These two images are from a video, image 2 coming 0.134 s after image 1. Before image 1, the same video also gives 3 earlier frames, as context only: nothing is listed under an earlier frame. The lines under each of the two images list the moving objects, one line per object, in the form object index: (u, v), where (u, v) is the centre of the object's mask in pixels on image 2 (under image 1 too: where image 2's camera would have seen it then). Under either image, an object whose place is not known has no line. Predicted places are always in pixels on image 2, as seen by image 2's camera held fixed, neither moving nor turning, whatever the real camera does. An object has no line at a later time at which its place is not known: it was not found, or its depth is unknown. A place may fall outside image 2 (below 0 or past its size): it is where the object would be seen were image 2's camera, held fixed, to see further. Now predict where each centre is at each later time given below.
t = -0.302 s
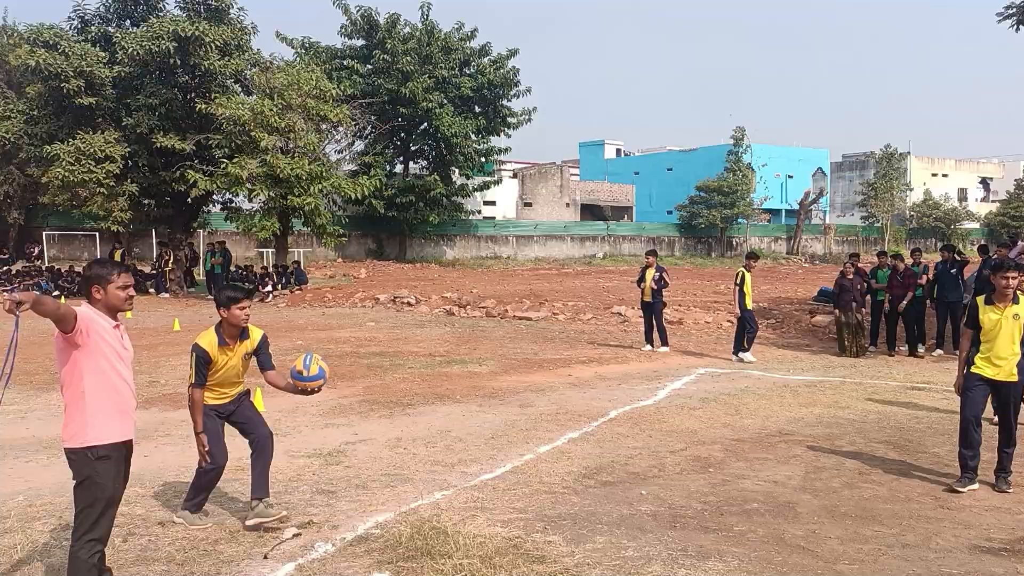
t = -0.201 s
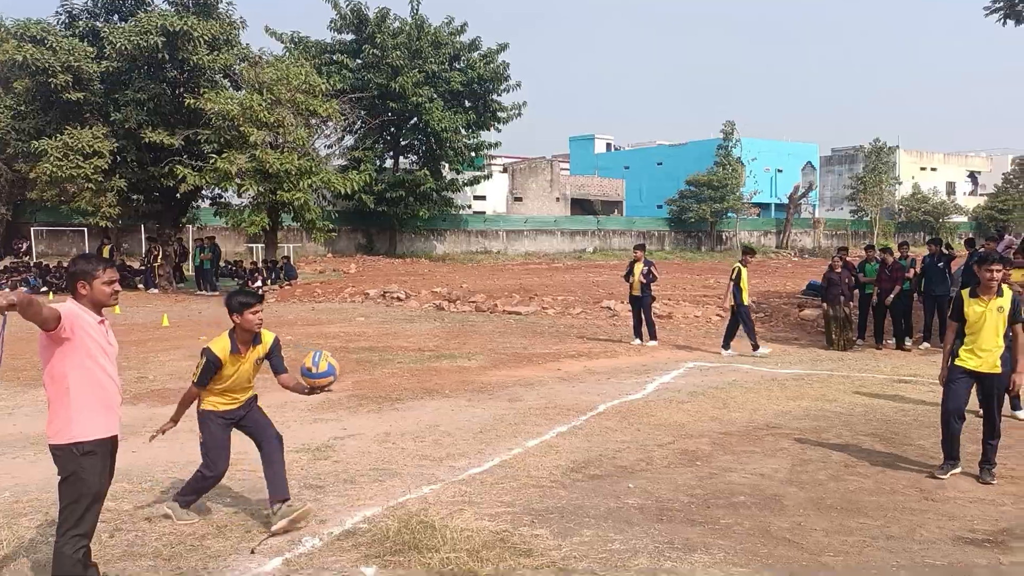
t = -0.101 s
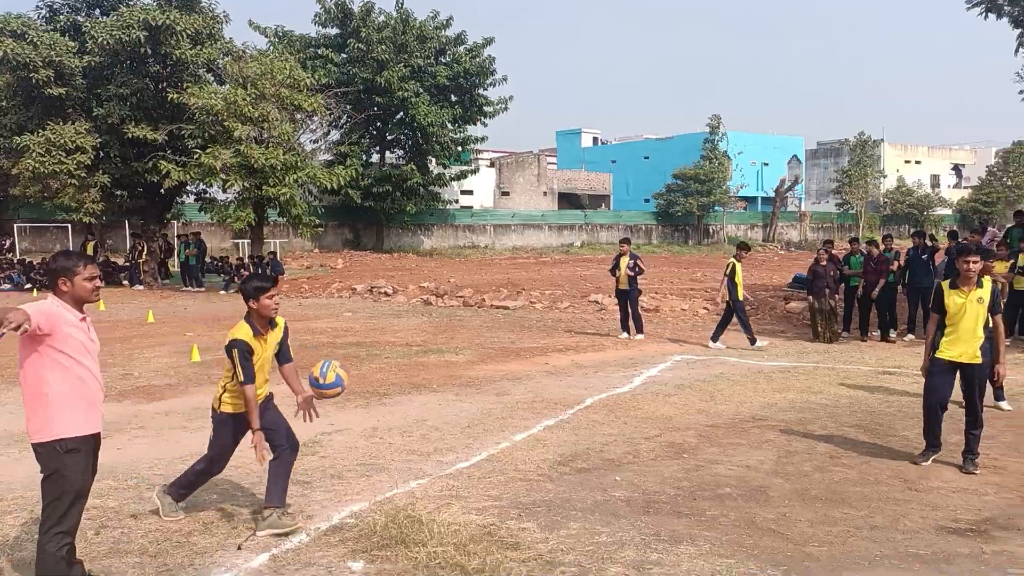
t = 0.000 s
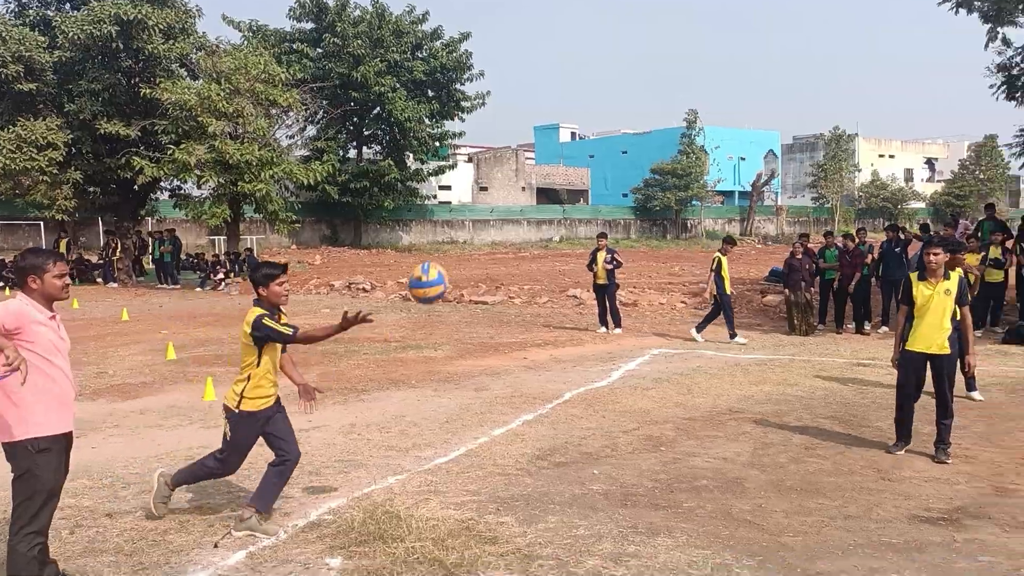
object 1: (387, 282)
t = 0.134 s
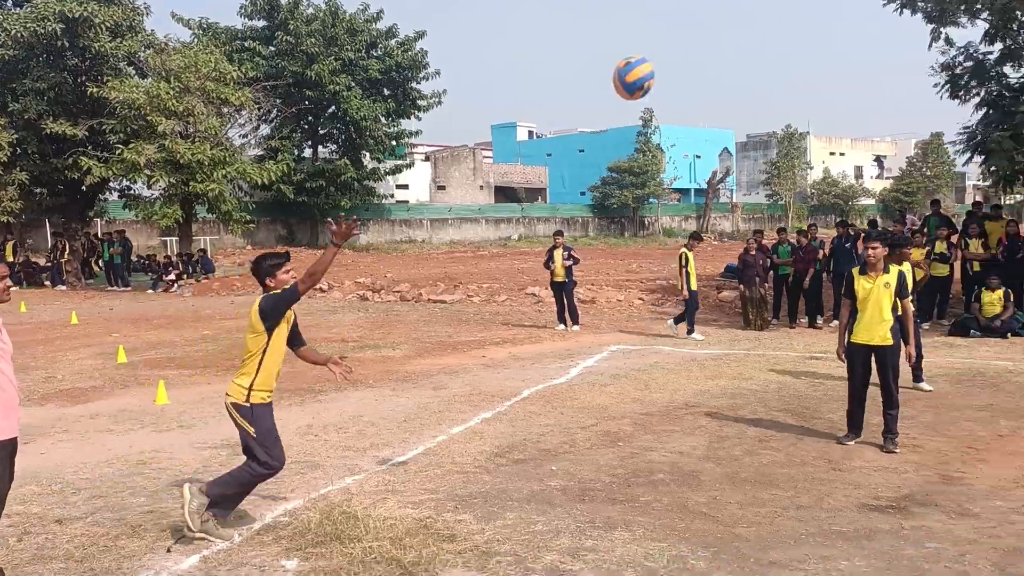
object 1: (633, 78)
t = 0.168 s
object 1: (696, 31)
